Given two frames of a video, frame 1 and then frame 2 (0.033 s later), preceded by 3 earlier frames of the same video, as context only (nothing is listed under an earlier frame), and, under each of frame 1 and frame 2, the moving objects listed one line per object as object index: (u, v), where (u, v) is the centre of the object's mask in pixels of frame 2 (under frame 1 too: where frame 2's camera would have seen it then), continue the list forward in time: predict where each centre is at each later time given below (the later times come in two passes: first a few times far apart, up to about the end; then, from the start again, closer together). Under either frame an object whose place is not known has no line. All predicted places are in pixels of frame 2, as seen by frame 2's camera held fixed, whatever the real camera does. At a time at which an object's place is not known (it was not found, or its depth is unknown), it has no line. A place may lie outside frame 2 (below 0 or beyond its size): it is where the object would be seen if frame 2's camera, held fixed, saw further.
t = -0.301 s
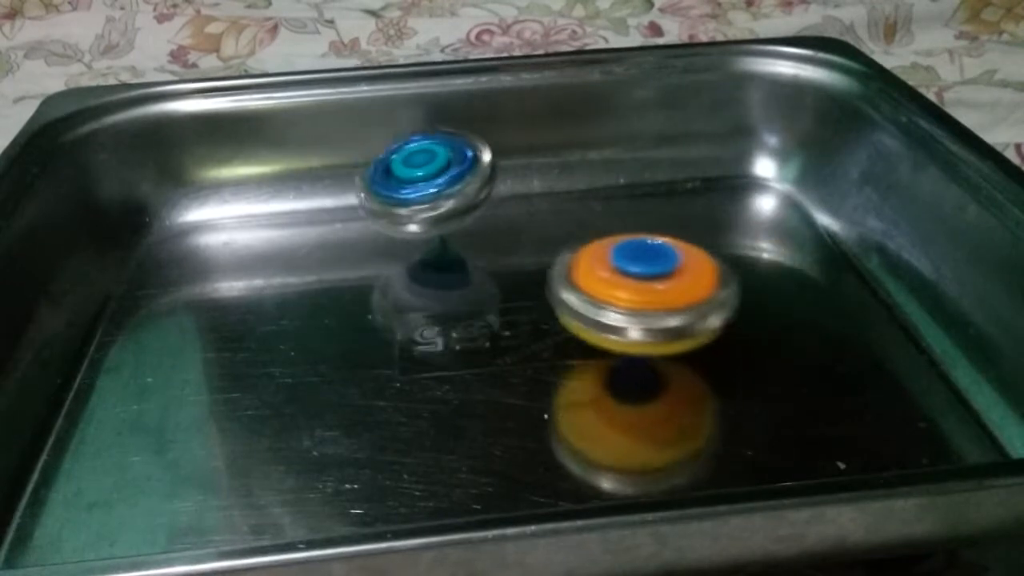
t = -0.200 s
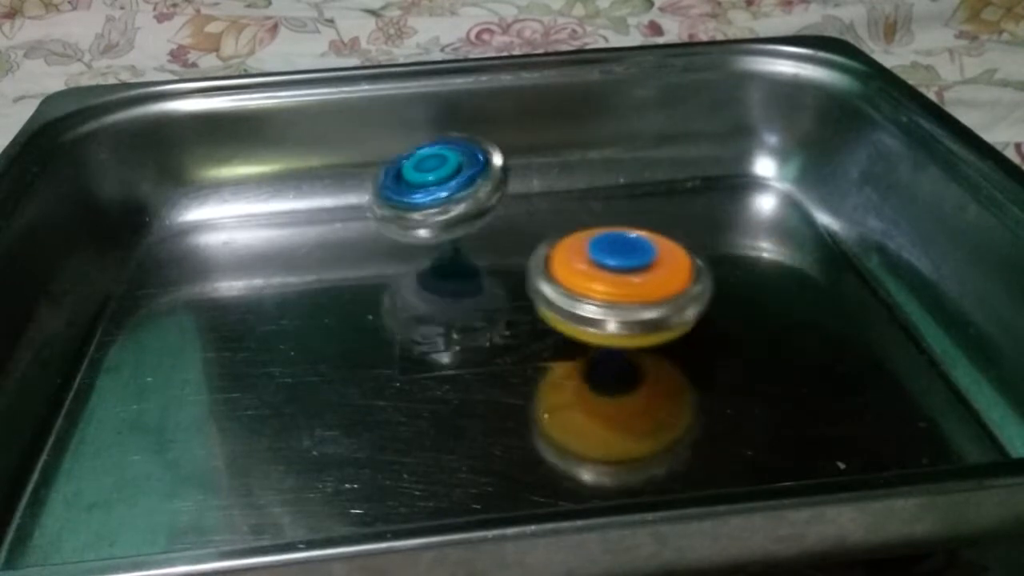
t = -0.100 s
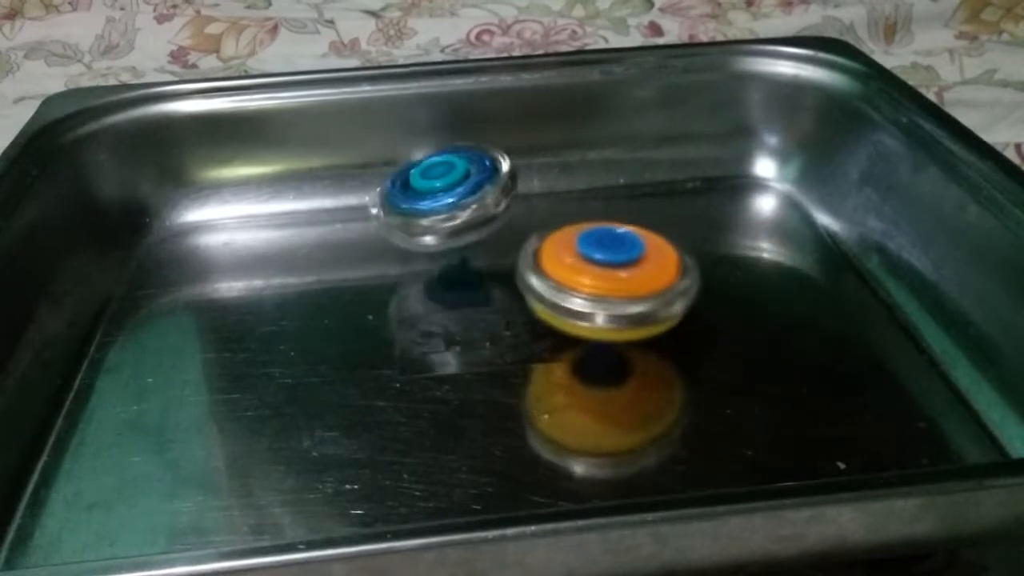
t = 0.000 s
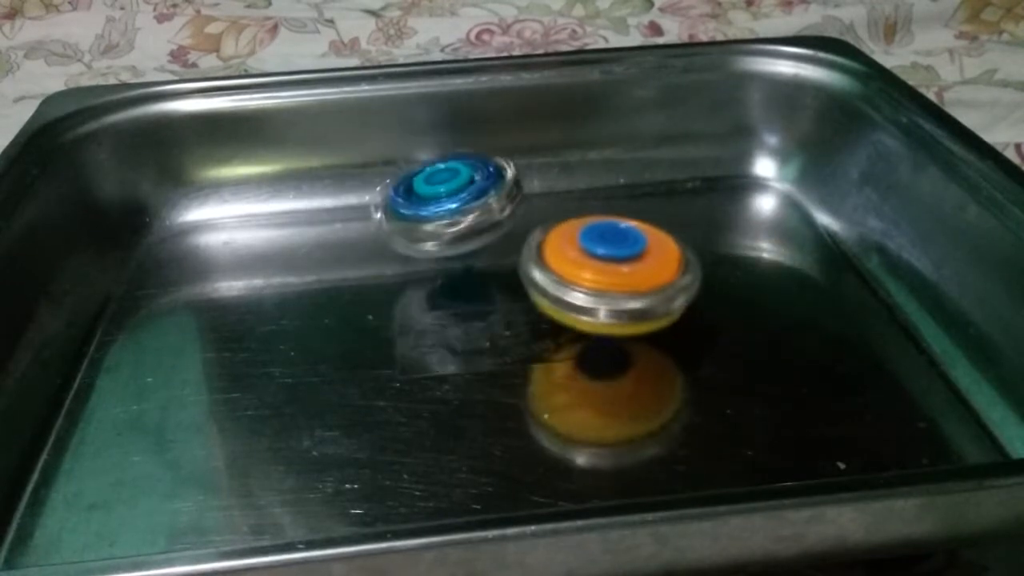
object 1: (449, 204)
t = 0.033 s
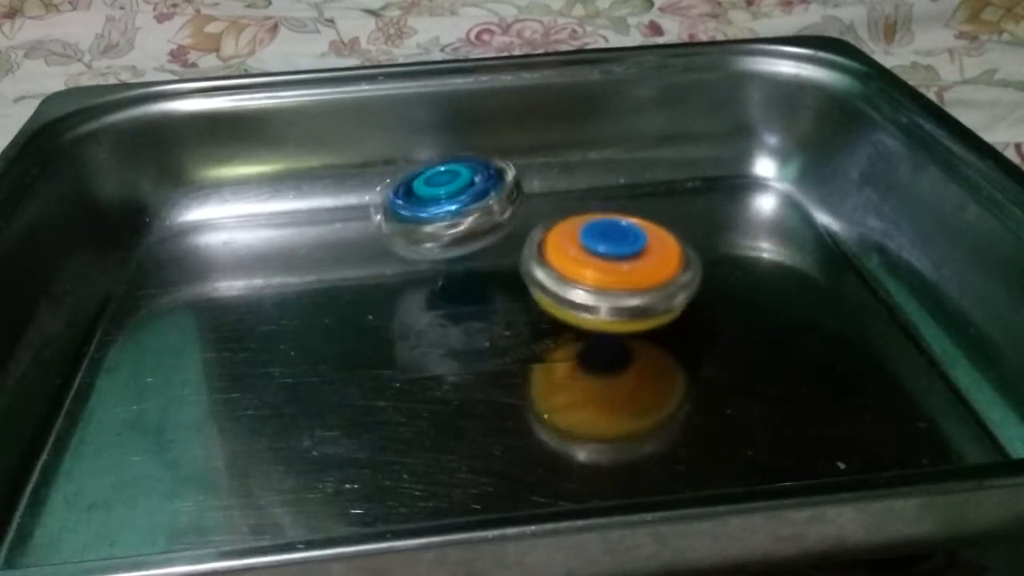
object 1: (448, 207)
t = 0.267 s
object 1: (440, 225)
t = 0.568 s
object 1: (408, 235)
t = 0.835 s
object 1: (381, 231)
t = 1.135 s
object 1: (380, 209)
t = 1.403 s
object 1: (404, 189)
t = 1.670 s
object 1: (450, 176)
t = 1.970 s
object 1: (508, 176)
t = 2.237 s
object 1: (326, 174)
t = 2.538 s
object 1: (152, 253)
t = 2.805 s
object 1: (158, 250)
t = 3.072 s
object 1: (172, 235)
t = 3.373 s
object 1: (215, 216)
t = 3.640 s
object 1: (266, 208)
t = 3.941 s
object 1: (310, 216)
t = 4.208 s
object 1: (323, 233)
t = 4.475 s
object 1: (310, 251)
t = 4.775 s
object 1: (280, 256)
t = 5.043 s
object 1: (265, 247)
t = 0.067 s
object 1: (447, 210)
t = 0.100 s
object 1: (447, 213)
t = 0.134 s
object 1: (446, 215)
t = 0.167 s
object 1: (446, 218)
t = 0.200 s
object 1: (444, 220)
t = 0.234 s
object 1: (441, 223)
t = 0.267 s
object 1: (440, 225)
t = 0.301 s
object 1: (437, 227)
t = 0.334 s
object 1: (434, 229)
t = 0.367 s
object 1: (431, 231)
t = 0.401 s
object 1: (427, 232)
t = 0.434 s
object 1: (423, 233)
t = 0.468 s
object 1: (419, 233)
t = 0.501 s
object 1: (416, 235)
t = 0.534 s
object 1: (412, 235)
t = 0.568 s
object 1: (408, 235)
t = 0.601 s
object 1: (404, 235)
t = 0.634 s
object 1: (401, 237)
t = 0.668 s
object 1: (396, 235)
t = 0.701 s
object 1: (393, 235)
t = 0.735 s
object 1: (389, 234)
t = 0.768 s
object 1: (386, 233)
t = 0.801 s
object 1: (383, 232)
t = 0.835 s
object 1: (381, 231)
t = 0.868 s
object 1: (377, 228)
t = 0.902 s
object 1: (376, 226)
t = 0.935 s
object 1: (375, 224)
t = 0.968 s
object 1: (375, 221)
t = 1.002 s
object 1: (375, 219)
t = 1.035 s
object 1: (376, 216)
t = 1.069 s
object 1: (377, 214)
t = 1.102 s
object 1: (378, 211)
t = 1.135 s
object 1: (380, 209)
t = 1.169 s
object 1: (381, 207)
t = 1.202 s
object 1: (384, 204)
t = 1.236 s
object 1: (387, 201)
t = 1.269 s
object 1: (389, 197)
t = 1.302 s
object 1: (392, 196)
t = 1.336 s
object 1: (395, 193)
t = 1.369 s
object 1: (399, 191)
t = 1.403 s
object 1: (404, 189)
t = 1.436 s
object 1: (409, 188)
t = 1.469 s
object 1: (415, 185)
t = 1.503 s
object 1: (421, 183)
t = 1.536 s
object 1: (427, 181)
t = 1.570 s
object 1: (432, 180)
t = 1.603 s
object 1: (438, 178)
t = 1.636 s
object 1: (444, 176)
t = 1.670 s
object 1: (450, 176)
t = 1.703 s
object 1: (456, 175)
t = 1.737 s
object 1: (465, 175)
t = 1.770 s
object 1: (470, 174)
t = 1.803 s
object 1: (477, 174)
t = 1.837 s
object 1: (483, 174)
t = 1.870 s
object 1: (490, 174)
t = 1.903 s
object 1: (494, 174)
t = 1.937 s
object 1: (500, 175)
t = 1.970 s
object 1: (508, 176)
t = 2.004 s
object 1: (514, 177)
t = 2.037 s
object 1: (519, 178)
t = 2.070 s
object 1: (523, 180)
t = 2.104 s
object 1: (477, 169)
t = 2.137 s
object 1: (429, 165)
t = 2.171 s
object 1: (392, 165)
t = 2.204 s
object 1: (361, 168)
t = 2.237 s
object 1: (326, 174)
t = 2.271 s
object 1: (297, 186)
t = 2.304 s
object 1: (264, 204)
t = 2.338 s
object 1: (236, 221)
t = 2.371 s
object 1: (210, 235)
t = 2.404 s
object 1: (191, 241)
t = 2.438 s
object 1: (178, 248)
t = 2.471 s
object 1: (168, 250)
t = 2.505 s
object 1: (161, 252)
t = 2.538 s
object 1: (152, 253)
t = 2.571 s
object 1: (146, 254)
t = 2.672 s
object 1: (125, 255)
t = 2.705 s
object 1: (117, 252)
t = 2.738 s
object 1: (127, 254)
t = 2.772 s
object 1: (145, 250)
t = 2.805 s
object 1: (158, 250)
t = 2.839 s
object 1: (162, 250)
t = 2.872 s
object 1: (163, 249)
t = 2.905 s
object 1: (163, 247)
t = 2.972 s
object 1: (165, 242)
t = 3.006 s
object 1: (167, 240)
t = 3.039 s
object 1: (169, 238)
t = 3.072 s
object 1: (172, 235)
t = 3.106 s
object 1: (175, 233)
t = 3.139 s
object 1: (179, 230)
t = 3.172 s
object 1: (182, 229)
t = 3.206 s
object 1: (187, 226)
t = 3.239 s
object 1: (192, 224)
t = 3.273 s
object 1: (197, 222)
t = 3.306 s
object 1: (203, 221)
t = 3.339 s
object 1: (208, 219)
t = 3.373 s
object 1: (215, 216)
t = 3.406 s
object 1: (221, 214)
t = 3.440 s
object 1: (228, 212)
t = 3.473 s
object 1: (235, 211)
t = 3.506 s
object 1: (241, 210)
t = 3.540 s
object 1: (247, 209)
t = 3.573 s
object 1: (252, 209)
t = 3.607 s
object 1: (260, 208)
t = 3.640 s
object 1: (266, 208)
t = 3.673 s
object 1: (272, 208)
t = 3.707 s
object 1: (278, 208)
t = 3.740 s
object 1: (283, 209)
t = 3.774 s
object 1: (288, 209)
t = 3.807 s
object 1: (292, 211)
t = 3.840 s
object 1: (297, 211)
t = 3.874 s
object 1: (302, 213)
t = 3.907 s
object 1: (306, 215)
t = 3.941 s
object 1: (310, 216)
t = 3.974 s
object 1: (313, 218)
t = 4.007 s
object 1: (315, 221)
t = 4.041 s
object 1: (318, 223)
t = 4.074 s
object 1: (320, 224)
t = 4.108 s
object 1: (322, 226)
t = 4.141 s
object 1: (323, 227)
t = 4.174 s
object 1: (323, 230)
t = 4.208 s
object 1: (323, 233)
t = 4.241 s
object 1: (323, 236)
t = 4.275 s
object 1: (322, 238)
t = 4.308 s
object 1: (321, 240)
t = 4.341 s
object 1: (319, 244)
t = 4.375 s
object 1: (317, 246)
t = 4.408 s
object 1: (315, 248)
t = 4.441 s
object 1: (313, 249)
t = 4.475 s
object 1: (310, 251)
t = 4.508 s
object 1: (307, 253)
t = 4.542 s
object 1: (304, 254)
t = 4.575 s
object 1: (301, 254)
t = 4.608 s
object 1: (297, 255)
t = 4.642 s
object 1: (293, 256)
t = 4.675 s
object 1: (290, 256)
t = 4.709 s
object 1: (286, 256)
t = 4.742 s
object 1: (283, 257)
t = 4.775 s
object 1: (280, 256)
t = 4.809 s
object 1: (277, 255)
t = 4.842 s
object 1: (274, 256)
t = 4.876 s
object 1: (272, 254)
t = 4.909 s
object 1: (270, 253)
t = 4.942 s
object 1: (268, 251)
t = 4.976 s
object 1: (266, 248)
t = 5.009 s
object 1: (266, 248)
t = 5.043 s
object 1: (265, 247)
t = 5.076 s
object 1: (266, 245)
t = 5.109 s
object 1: (273, 236)
